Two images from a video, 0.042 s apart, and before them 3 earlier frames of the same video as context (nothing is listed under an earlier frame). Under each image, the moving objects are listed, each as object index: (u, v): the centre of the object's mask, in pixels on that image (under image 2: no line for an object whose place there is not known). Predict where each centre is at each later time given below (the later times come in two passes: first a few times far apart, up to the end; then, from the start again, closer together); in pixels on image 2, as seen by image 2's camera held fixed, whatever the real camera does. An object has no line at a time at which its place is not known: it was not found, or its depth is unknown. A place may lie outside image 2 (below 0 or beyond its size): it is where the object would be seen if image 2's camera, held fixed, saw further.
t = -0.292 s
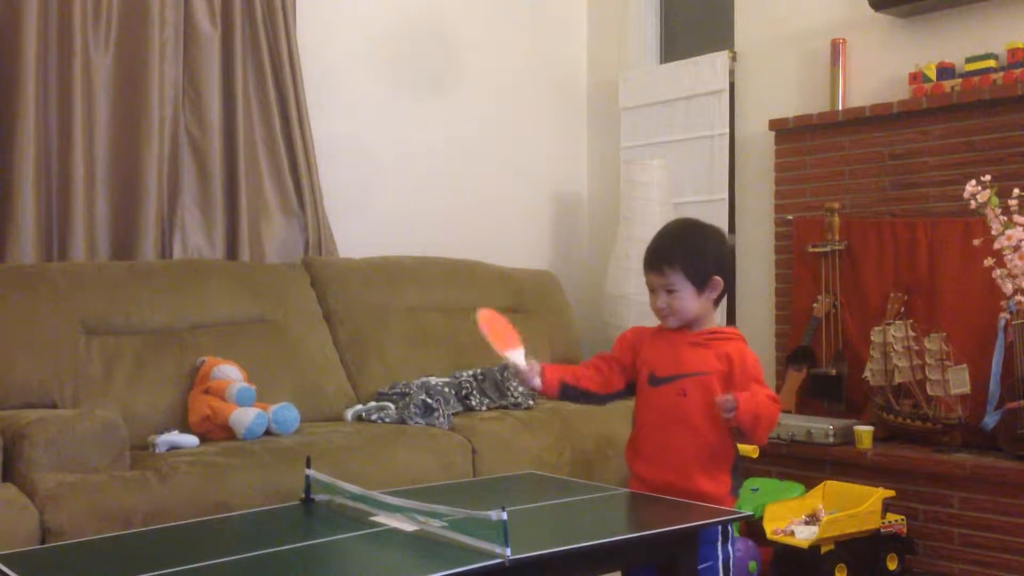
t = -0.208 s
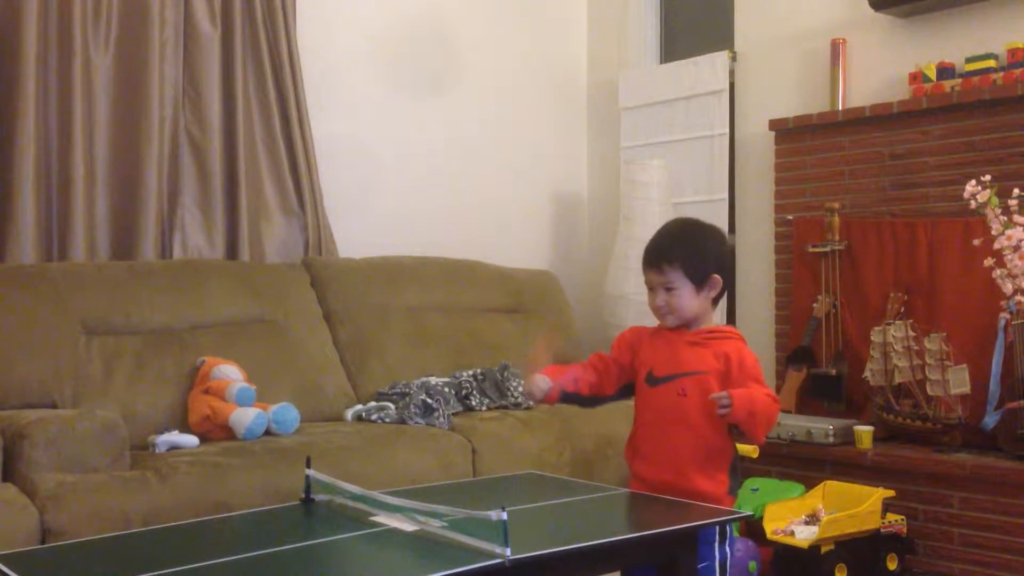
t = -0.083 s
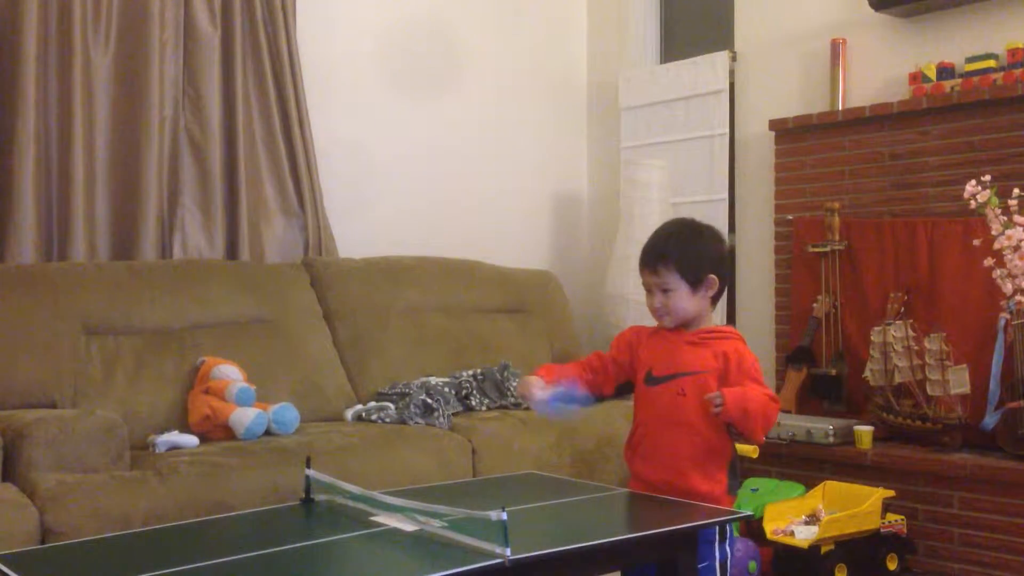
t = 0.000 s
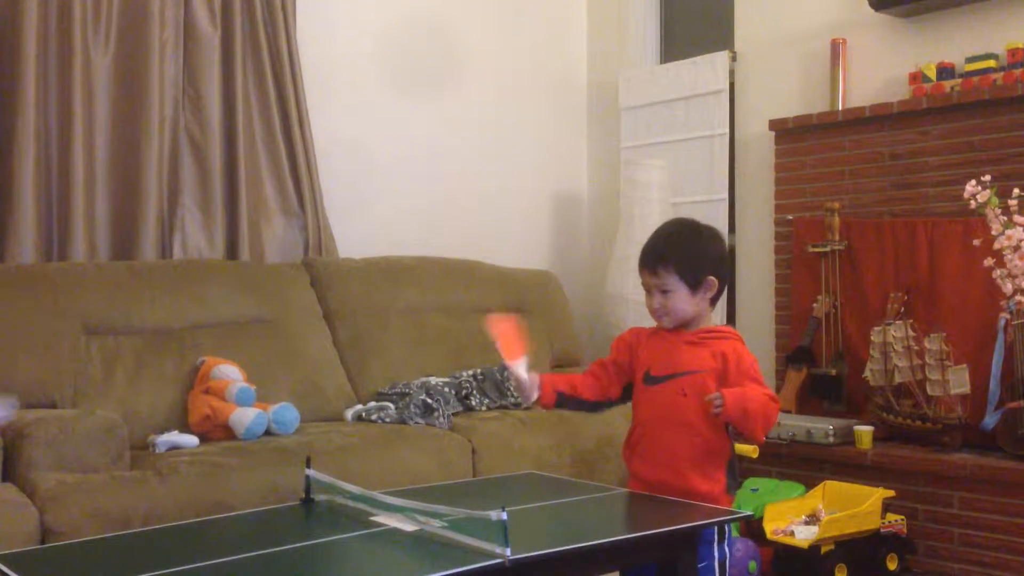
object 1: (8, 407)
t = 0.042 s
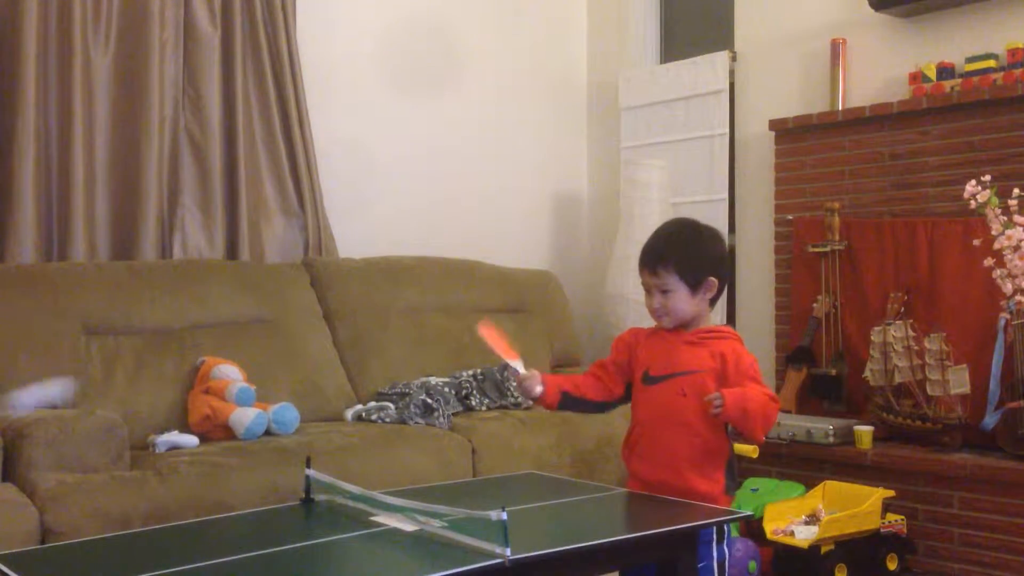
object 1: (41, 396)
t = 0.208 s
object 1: (240, 425)
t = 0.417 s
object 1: (391, 435)
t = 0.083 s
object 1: (95, 386)
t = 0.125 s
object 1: (147, 388)
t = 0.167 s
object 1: (195, 402)
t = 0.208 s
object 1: (240, 425)
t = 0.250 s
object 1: (279, 459)
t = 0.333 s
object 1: (348, 512)
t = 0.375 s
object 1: (370, 467)
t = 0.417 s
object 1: (391, 435)
